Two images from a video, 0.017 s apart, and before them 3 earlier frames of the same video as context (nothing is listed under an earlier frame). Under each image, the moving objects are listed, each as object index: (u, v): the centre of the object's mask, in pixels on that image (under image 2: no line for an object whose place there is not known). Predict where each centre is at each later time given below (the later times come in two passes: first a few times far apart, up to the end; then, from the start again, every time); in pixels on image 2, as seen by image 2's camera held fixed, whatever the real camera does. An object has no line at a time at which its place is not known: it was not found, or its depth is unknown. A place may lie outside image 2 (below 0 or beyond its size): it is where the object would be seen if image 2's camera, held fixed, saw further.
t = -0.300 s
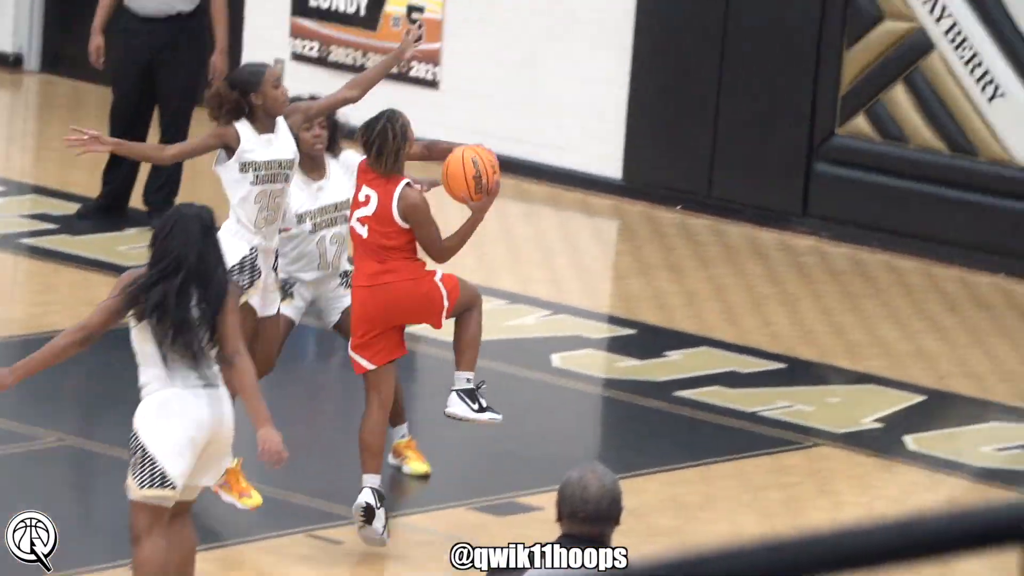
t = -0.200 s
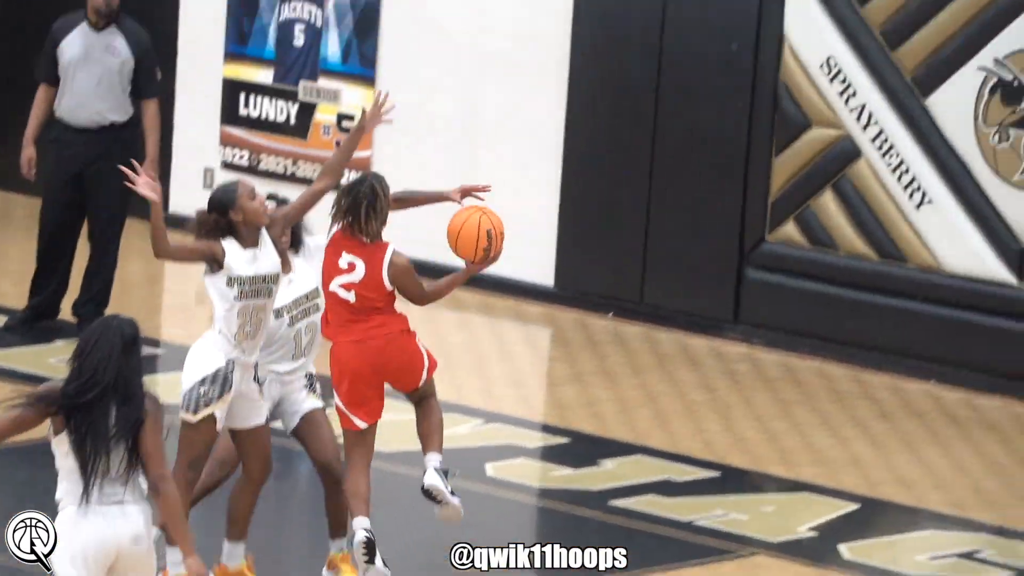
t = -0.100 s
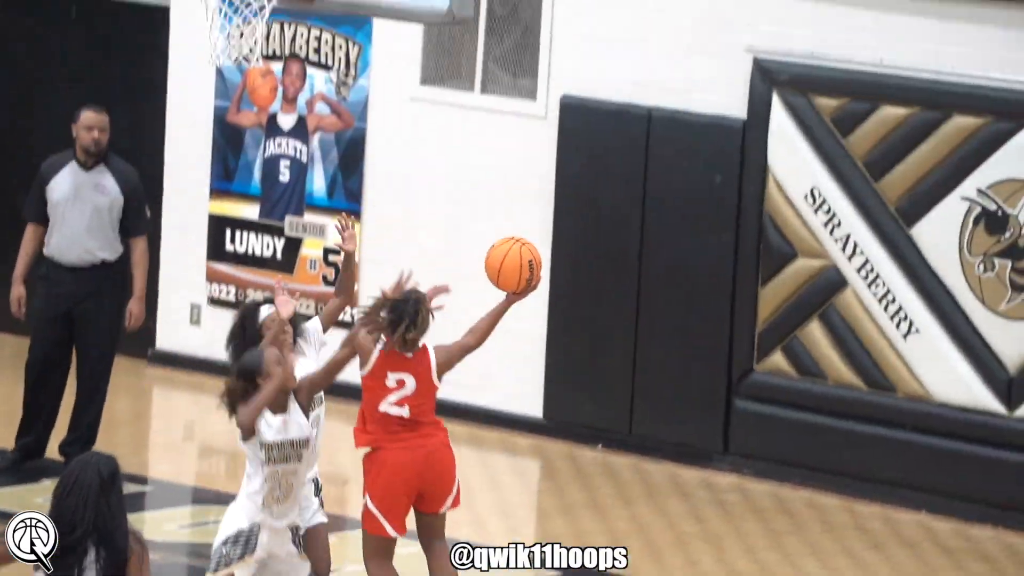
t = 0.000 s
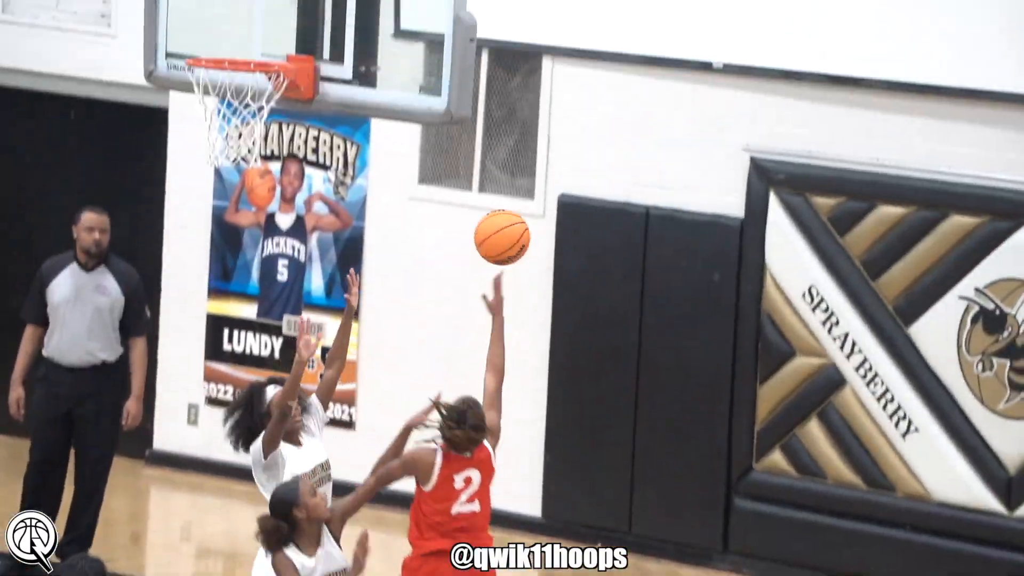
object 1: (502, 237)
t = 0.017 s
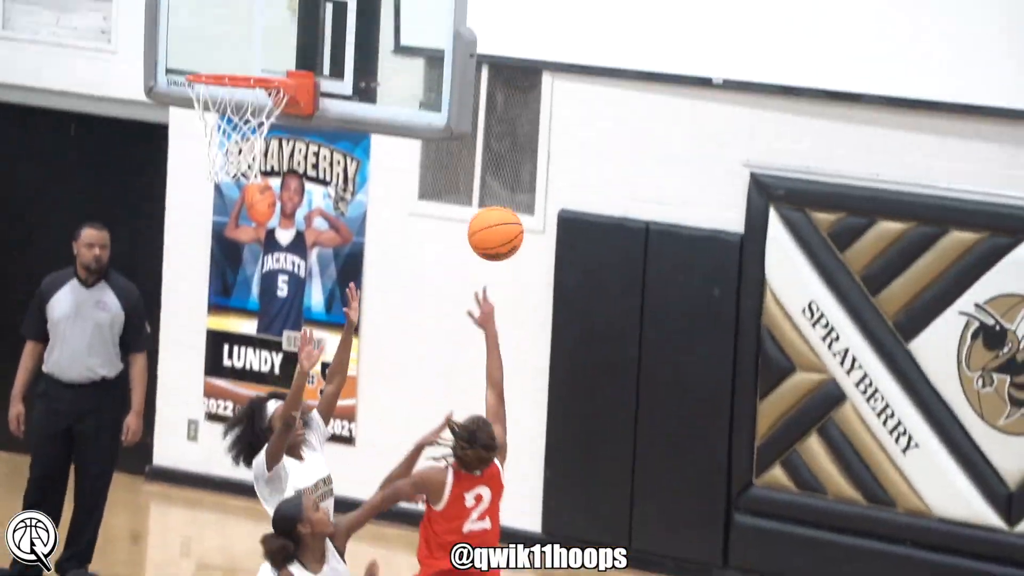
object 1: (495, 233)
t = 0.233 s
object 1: (410, 47)
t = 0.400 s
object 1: (342, -18)
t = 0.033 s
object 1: (489, 214)
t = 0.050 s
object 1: (482, 196)
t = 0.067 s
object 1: (476, 179)
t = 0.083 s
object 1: (469, 163)
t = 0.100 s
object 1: (463, 147)
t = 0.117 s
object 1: (457, 132)
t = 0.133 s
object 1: (450, 118)
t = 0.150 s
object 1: (443, 104)
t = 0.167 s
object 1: (437, 92)
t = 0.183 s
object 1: (430, 79)
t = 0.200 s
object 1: (423, 68)
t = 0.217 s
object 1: (417, 57)
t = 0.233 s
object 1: (410, 47)
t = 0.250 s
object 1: (403, 38)
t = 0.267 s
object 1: (396, 29)
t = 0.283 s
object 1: (389, 21)
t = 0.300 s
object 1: (383, 13)
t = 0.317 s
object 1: (376, 7)
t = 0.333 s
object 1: (369, 1)
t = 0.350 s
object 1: (362, -5)
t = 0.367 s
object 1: (356, -10)
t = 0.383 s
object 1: (349, -14)
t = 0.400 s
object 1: (342, -18)
